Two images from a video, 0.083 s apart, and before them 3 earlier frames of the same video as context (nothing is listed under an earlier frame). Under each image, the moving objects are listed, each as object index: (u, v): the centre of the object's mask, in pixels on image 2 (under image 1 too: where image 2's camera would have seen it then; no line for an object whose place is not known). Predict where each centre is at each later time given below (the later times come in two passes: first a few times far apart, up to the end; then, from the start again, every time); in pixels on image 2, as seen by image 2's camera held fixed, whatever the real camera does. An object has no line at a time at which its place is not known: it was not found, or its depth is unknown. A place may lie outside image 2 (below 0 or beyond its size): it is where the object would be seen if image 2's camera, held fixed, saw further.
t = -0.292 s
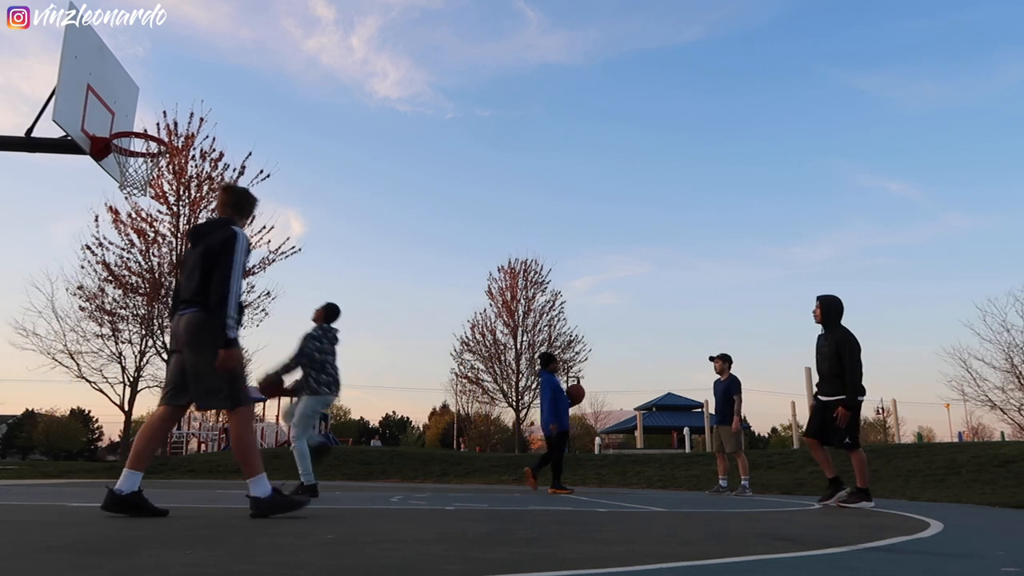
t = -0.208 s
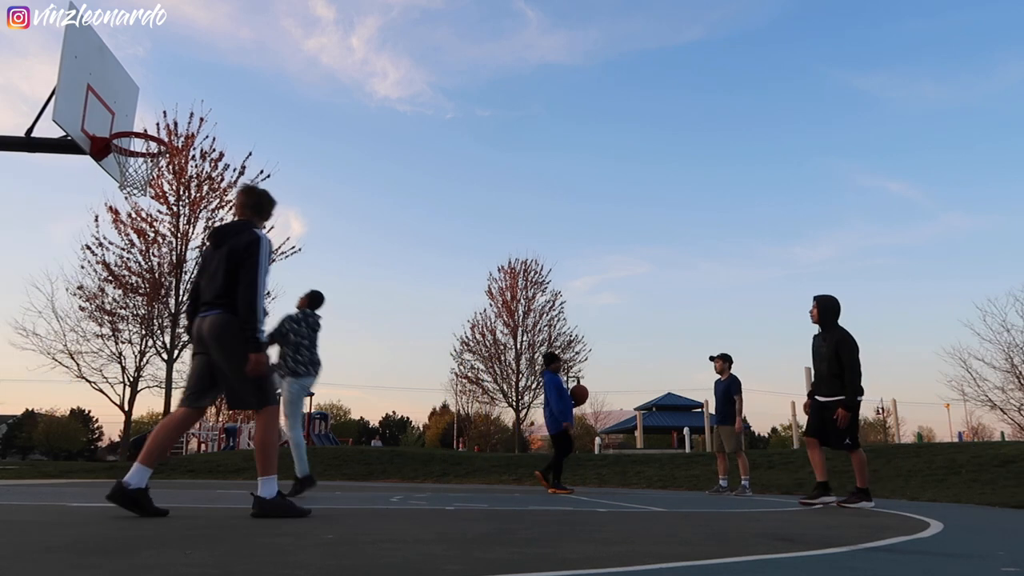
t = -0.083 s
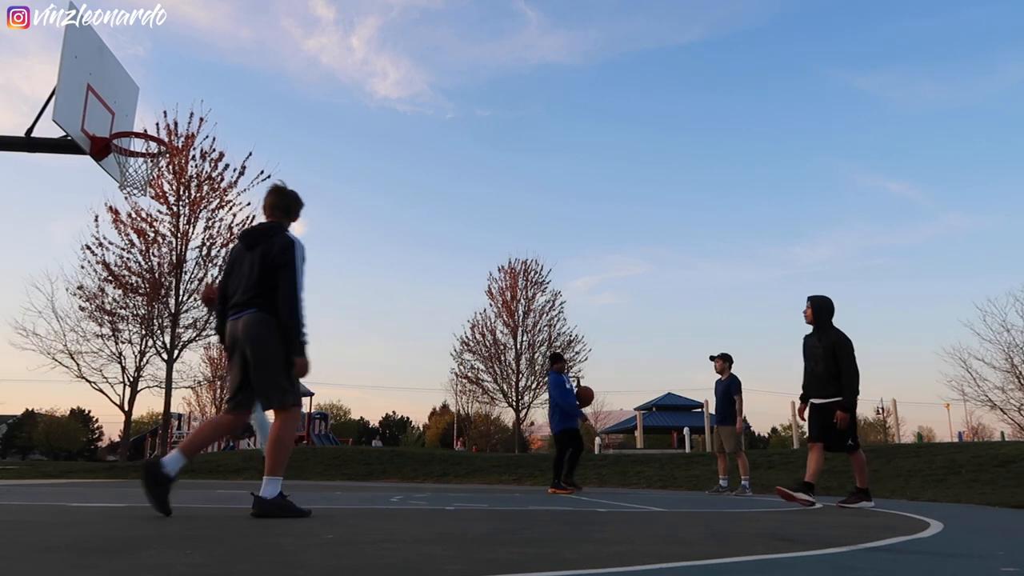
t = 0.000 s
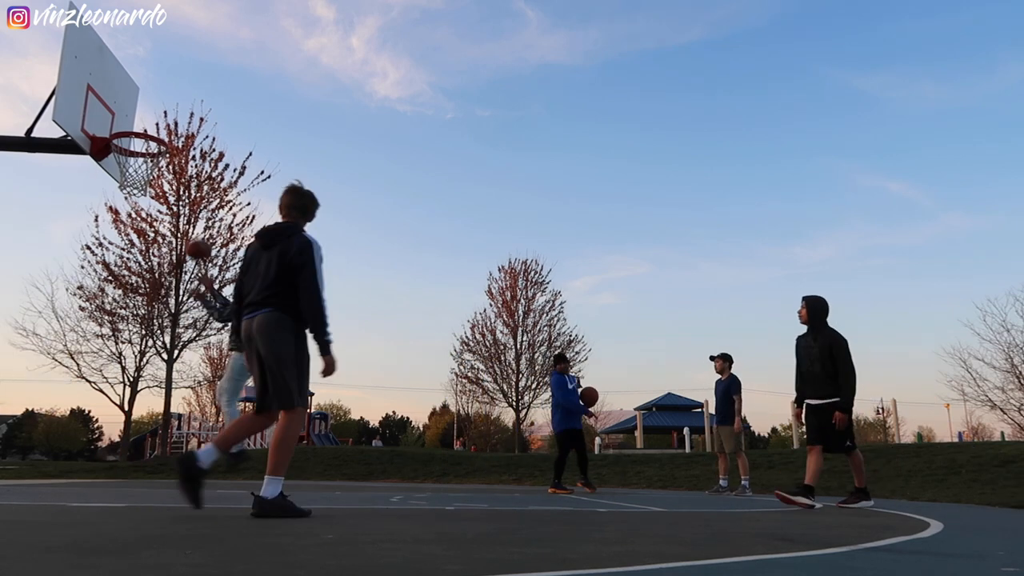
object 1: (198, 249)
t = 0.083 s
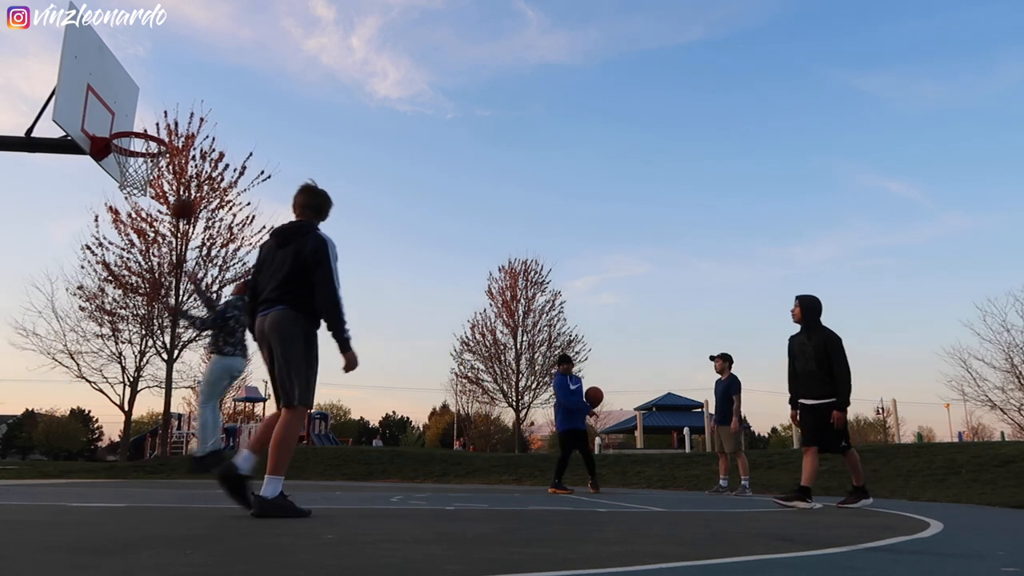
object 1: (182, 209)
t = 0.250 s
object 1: (152, 149)
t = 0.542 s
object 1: (147, 112)
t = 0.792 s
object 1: (165, 121)
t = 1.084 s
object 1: (161, 123)
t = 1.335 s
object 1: (159, 160)
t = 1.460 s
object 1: (154, 207)
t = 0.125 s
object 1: (176, 191)
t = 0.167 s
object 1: (168, 175)
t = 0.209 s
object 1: (161, 160)
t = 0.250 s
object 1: (152, 149)
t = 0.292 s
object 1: (144, 137)
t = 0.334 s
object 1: (135, 126)
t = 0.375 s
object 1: (127, 120)
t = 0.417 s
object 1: (132, 115)
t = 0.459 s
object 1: (137, 113)
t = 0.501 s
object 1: (142, 112)
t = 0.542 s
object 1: (147, 112)
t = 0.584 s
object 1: (152, 114)
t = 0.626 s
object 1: (156, 118)
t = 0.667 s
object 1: (161, 124)
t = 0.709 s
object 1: (165, 130)
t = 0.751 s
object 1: (165, 126)
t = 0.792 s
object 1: (165, 121)
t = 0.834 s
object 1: (164, 119)
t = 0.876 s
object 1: (163, 118)
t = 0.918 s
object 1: (162, 118)
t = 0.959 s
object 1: (161, 121)
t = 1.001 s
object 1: (161, 124)
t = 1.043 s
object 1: (161, 123)
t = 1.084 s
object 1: (161, 123)
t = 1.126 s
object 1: (161, 124)
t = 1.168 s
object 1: (162, 127)
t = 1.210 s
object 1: (161, 133)
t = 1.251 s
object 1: (161, 140)
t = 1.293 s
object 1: (159, 149)
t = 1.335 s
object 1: (159, 160)
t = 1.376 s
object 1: (157, 174)
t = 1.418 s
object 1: (156, 190)
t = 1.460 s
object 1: (154, 207)
